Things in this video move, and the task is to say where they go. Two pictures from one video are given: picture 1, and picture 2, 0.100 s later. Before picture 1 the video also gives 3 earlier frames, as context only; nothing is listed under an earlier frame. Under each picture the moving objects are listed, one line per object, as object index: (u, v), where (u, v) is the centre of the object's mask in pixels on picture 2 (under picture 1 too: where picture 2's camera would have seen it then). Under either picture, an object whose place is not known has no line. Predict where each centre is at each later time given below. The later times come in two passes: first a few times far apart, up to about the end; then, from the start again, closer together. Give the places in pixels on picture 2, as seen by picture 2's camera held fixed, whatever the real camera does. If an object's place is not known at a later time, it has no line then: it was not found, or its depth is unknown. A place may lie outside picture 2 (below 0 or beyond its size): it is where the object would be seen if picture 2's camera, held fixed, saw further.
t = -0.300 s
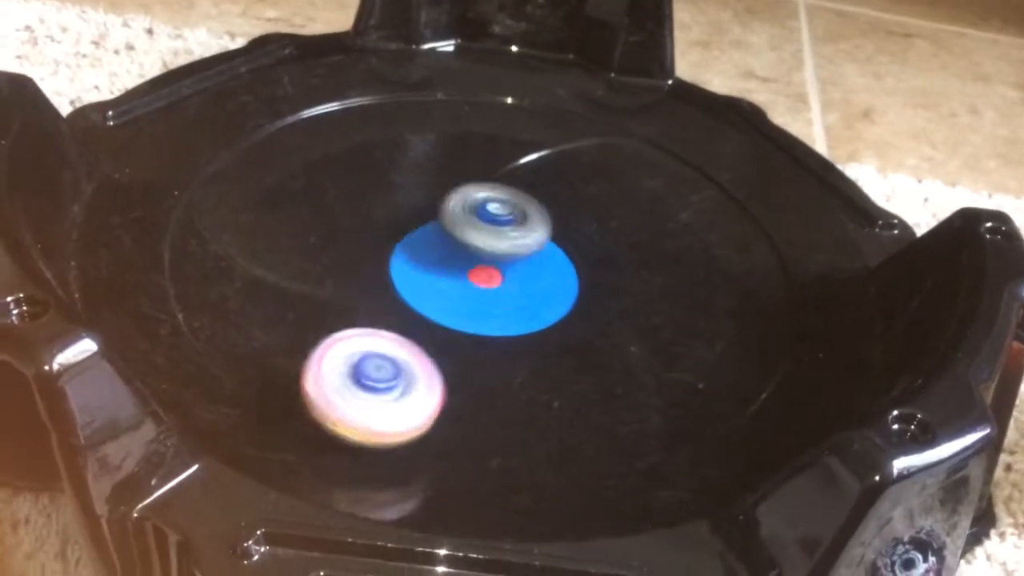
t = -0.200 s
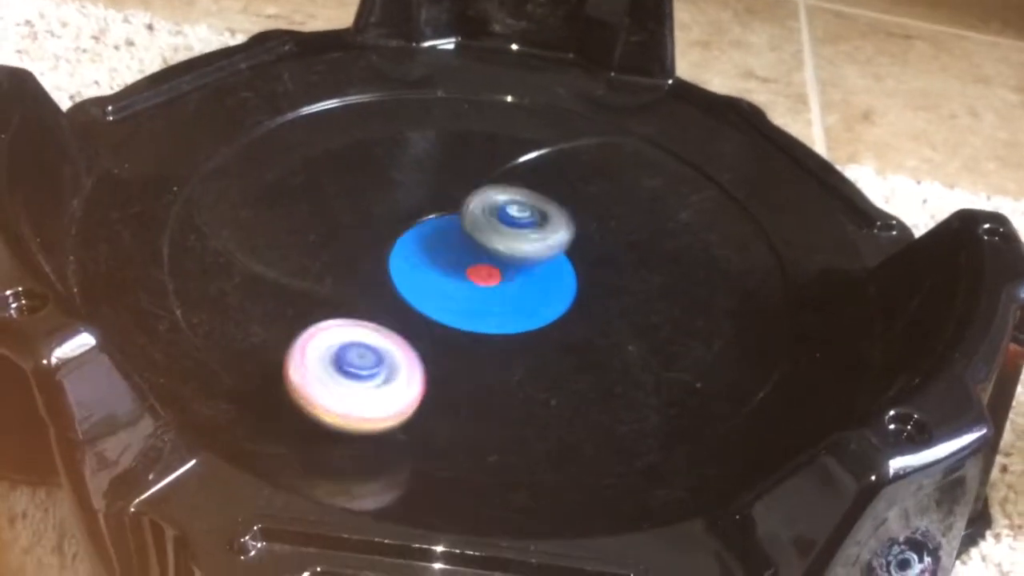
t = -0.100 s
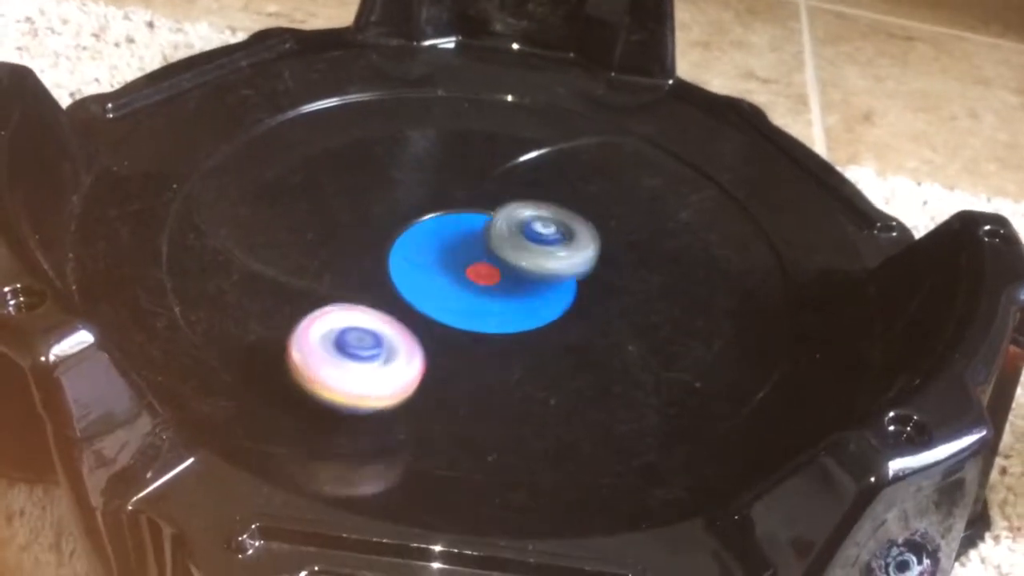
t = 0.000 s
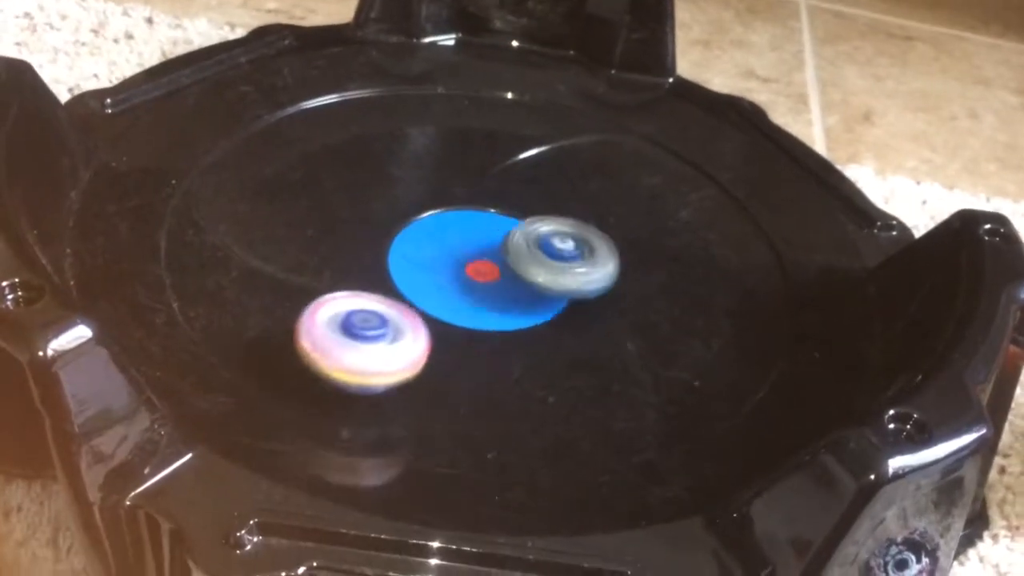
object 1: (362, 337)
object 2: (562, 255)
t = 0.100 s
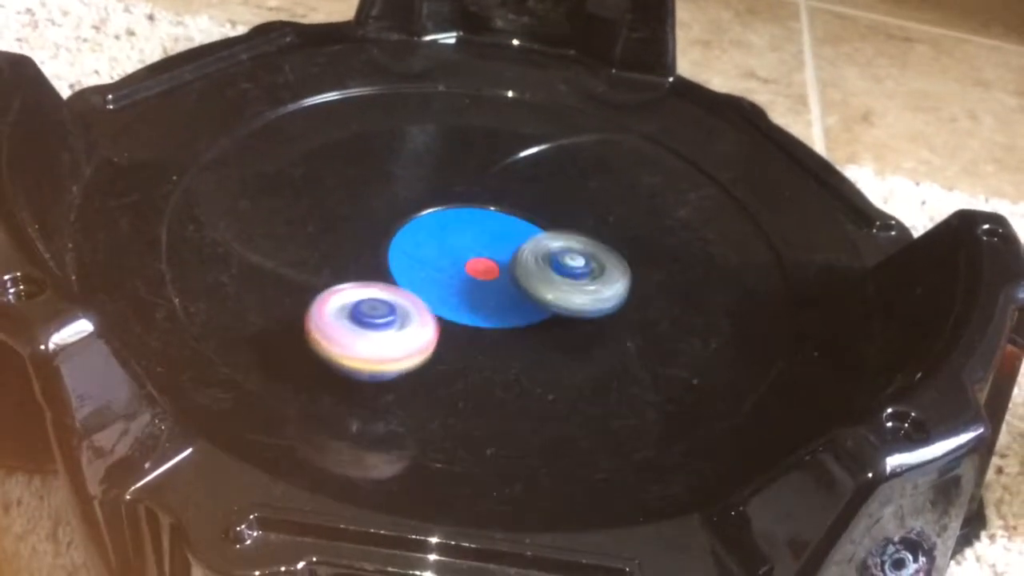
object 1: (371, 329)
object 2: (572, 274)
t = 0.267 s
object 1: (389, 314)
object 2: (543, 288)
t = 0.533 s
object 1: (376, 292)
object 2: (531, 279)
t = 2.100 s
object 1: (305, 286)
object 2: (557, 210)
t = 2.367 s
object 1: (288, 297)
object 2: (536, 216)
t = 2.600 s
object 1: (320, 292)
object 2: (532, 204)
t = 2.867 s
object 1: (377, 263)
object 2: (507, 226)
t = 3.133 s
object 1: (373, 239)
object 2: (519, 249)
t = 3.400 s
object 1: (371, 228)
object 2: (551, 279)
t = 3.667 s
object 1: (372, 226)
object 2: (551, 284)
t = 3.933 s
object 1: (390, 230)
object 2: (528, 269)
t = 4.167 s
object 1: (318, 226)
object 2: (560, 233)
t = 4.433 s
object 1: (322, 236)
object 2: (522, 219)
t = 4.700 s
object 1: (349, 245)
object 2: (463, 198)
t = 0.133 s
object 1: (374, 327)
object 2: (564, 277)
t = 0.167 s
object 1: (378, 324)
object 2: (556, 279)
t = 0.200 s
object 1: (382, 321)
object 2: (554, 284)
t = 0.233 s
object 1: (385, 318)
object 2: (550, 287)
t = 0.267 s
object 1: (389, 314)
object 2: (543, 288)
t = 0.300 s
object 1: (393, 311)
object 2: (538, 291)
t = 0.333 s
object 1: (398, 307)
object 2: (532, 292)
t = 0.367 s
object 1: (401, 303)
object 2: (525, 292)
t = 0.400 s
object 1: (401, 298)
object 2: (521, 292)
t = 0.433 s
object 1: (388, 298)
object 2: (527, 288)
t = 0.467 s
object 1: (380, 297)
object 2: (531, 285)
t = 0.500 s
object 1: (377, 294)
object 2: (531, 281)
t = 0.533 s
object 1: (376, 292)
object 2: (531, 279)
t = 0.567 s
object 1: (376, 289)
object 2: (530, 274)
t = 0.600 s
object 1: (377, 285)
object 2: (528, 270)
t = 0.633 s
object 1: (377, 282)
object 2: (525, 265)
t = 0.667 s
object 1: (376, 279)
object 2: (524, 260)
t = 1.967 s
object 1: (387, 253)
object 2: (501, 242)
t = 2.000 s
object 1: (388, 254)
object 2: (499, 243)
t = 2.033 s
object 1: (356, 267)
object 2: (521, 231)
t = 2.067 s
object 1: (328, 277)
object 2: (542, 219)
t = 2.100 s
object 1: (305, 286)
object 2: (557, 210)
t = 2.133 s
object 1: (289, 294)
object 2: (558, 210)
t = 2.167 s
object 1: (280, 299)
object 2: (549, 212)
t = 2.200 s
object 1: (278, 301)
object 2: (543, 214)
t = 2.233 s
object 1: (279, 301)
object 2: (539, 215)
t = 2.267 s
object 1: (282, 299)
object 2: (536, 217)
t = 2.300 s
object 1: (284, 298)
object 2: (535, 219)
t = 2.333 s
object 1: (286, 298)
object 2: (536, 218)
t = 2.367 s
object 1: (288, 297)
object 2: (536, 216)
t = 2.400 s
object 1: (291, 297)
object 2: (537, 213)
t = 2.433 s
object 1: (294, 296)
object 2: (536, 211)
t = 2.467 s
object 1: (299, 296)
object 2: (535, 209)
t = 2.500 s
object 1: (303, 295)
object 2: (535, 207)
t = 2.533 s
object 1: (308, 294)
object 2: (534, 205)
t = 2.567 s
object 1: (314, 293)
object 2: (533, 205)
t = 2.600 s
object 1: (320, 292)
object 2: (532, 204)
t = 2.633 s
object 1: (325, 290)
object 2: (531, 205)
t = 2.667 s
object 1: (332, 287)
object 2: (529, 207)
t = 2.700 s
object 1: (338, 285)
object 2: (525, 210)
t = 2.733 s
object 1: (346, 282)
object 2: (522, 213)
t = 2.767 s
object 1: (353, 278)
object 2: (518, 215)
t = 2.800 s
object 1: (361, 273)
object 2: (514, 219)
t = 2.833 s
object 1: (369, 269)
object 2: (510, 222)
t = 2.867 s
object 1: (377, 263)
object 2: (507, 226)
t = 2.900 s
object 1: (386, 258)
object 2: (504, 230)
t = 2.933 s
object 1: (393, 252)
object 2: (502, 236)
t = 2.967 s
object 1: (391, 248)
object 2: (507, 238)
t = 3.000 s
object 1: (382, 247)
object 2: (514, 238)
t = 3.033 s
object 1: (377, 245)
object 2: (514, 238)
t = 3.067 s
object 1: (374, 243)
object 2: (514, 241)
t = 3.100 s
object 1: (373, 241)
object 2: (516, 245)
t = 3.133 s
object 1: (373, 239)
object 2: (519, 249)
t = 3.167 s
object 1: (373, 238)
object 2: (525, 254)
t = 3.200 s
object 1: (373, 236)
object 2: (528, 257)
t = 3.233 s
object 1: (373, 234)
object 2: (531, 261)
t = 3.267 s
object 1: (373, 232)
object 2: (535, 265)
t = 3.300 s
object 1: (372, 231)
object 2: (539, 269)
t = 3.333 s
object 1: (371, 230)
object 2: (544, 273)
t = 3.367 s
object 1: (371, 228)
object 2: (548, 276)
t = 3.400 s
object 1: (371, 228)
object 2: (551, 279)
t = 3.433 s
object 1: (370, 227)
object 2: (553, 282)
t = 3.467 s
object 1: (369, 226)
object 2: (556, 284)
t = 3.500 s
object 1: (369, 226)
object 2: (555, 285)
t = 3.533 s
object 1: (369, 225)
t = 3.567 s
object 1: (370, 225)
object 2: (550, 283)
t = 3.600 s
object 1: (370, 226)
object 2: (551, 283)
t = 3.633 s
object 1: (371, 226)
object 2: (552, 284)
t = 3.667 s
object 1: (372, 226)
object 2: (551, 284)
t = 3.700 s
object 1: (374, 226)
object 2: (549, 284)
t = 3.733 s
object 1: (376, 227)
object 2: (547, 283)
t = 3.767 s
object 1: (377, 227)
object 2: (544, 282)
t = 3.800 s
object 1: (379, 228)
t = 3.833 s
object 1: (382, 228)
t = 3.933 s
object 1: (390, 230)
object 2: (528, 269)
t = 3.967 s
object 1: (395, 230)
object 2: (523, 264)
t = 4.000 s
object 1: (402, 230)
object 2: (521, 261)
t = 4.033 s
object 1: (388, 227)
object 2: (543, 258)
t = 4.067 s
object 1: (359, 226)
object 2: (564, 250)
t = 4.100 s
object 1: (338, 225)
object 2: (572, 242)
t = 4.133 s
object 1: (325, 224)
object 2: (570, 236)
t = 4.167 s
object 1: (318, 226)
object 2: (560, 233)
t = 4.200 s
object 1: (316, 227)
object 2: (553, 228)
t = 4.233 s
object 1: (317, 228)
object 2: (549, 225)
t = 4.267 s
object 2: (545, 223)
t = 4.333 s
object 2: (540, 221)
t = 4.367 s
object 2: (535, 221)
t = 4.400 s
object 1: (321, 235)
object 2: (530, 220)
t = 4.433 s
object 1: (322, 236)
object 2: (522, 219)
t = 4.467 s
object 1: (325, 237)
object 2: (512, 219)
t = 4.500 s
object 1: (328, 239)
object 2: (502, 218)
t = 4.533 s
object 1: (330, 241)
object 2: (490, 216)
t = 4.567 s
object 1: (334, 242)
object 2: (479, 212)
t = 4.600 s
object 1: (337, 243)
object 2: (470, 208)
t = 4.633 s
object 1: (341, 244)
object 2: (465, 204)
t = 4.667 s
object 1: (345, 245)
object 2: (464, 201)
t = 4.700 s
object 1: (349, 245)
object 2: (463, 198)
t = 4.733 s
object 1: (354, 245)
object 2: (464, 197)
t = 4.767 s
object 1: (357, 245)
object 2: (464, 197)
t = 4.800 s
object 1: (362, 244)
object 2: (464, 198)
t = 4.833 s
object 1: (367, 243)
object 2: (464, 200)
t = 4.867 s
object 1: (371, 242)
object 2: (466, 202)
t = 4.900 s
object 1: (376, 240)
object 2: (470, 204)
